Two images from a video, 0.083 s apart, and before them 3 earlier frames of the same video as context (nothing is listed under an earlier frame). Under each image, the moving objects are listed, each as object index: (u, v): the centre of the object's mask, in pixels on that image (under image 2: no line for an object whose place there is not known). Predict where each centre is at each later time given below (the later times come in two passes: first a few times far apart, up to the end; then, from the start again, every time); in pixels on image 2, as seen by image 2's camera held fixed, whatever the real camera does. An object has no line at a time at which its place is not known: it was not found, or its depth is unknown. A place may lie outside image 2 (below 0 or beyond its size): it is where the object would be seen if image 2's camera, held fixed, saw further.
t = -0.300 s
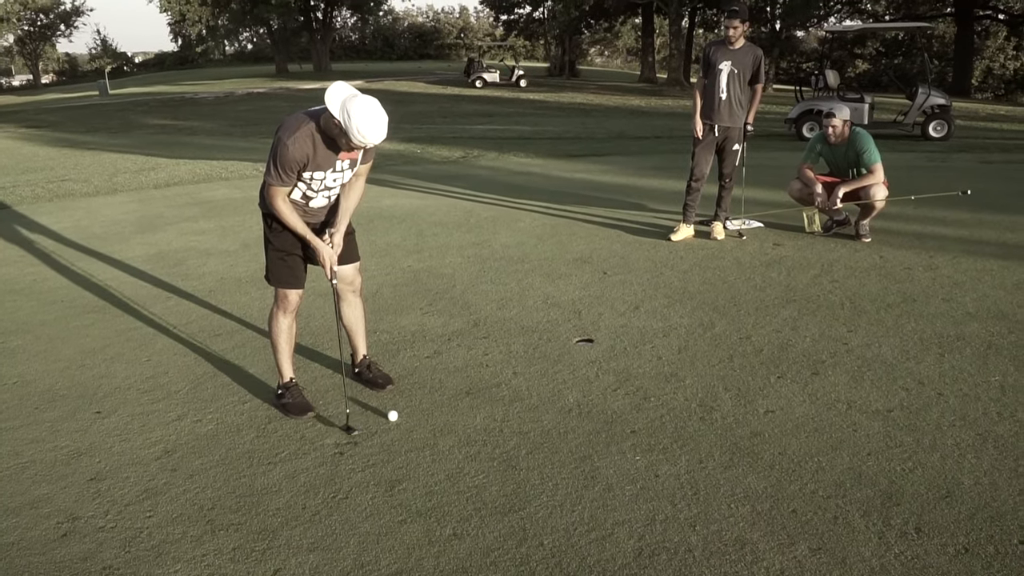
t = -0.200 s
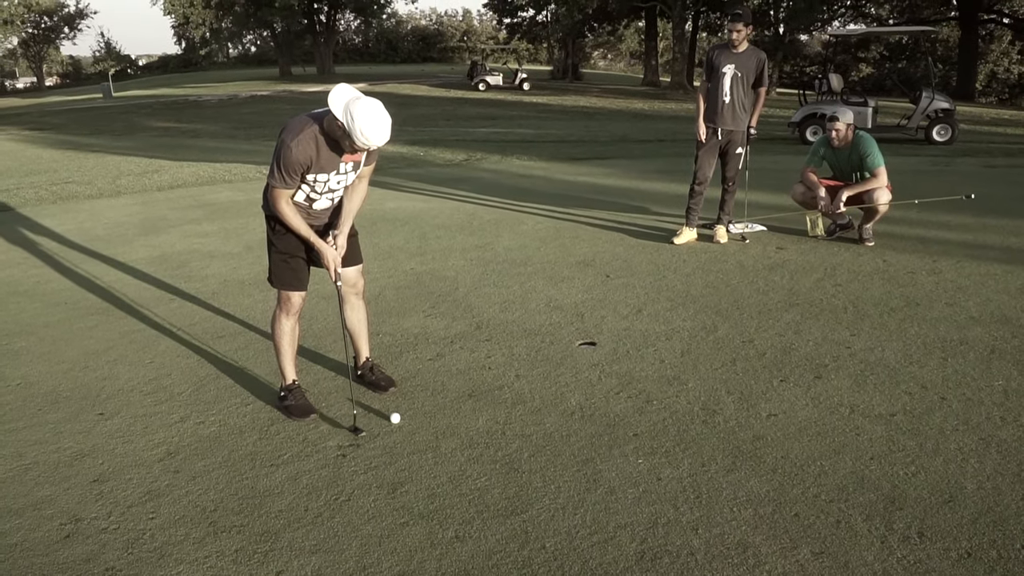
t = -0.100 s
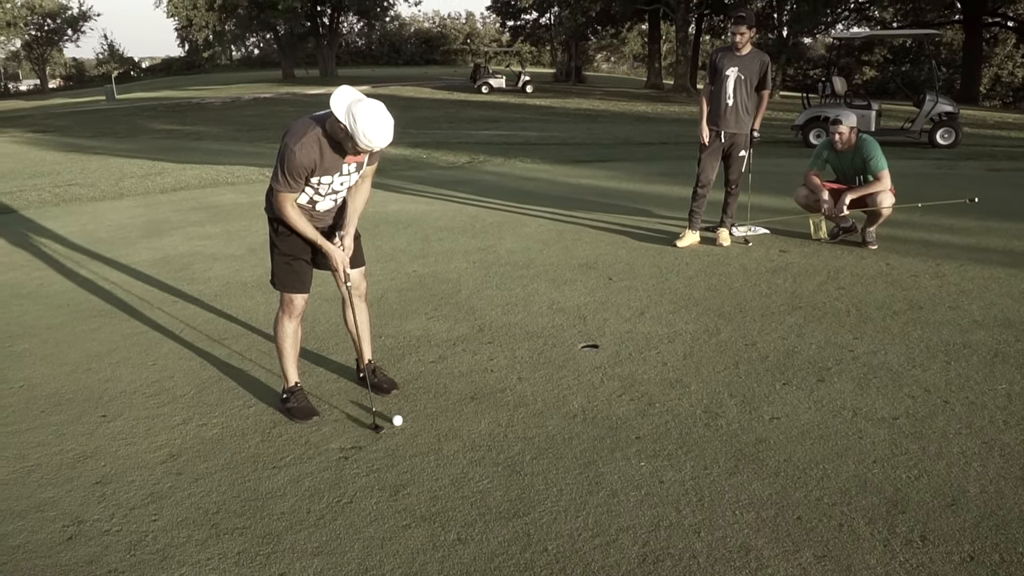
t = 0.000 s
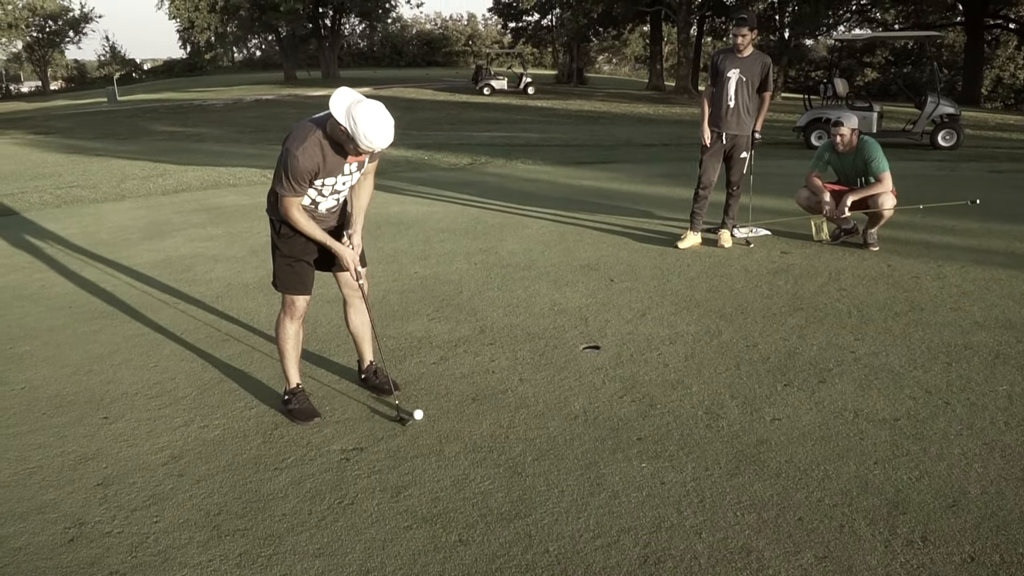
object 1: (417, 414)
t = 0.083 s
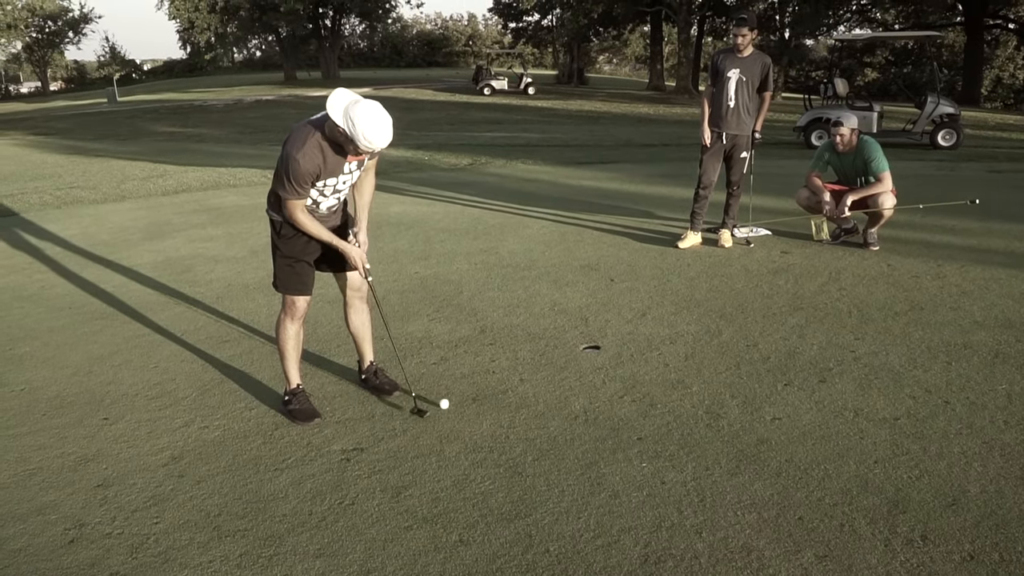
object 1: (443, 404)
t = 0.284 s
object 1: (489, 386)
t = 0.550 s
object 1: (535, 366)
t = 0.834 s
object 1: (571, 349)
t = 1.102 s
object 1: (594, 338)
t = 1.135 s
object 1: (597, 336)
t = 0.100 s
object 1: (447, 402)
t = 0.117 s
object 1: (452, 401)
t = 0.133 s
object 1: (456, 399)
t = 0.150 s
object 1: (460, 397)
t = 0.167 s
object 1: (464, 396)
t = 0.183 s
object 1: (468, 395)
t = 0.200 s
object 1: (471, 393)
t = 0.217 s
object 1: (475, 392)
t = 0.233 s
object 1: (479, 391)
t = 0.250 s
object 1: (482, 389)
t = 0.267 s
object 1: (486, 387)
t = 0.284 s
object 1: (489, 386)
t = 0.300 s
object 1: (493, 385)
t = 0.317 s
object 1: (496, 383)
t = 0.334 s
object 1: (500, 382)
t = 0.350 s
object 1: (503, 381)
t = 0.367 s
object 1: (506, 379)
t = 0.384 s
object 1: (509, 378)
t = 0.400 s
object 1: (511, 377)
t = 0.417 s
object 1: (514, 376)
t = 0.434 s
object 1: (517, 374)
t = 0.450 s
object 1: (520, 373)
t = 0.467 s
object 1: (523, 372)
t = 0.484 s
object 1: (525, 370)
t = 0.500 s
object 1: (528, 370)
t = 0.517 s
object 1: (530, 369)
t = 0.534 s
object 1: (533, 367)
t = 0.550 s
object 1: (535, 366)
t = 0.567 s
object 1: (538, 365)
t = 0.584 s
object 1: (540, 364)
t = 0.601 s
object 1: (543, 363)
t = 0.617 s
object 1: (545, 362)
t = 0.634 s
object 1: (547, 361)
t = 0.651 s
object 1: (549, 360)
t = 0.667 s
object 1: (552, 359)
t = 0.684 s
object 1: (554, 358)
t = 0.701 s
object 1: (556, 357)
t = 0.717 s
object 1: (558, 356)
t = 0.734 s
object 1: (560, 355)
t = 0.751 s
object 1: (561, 354)
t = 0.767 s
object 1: (564, 353)
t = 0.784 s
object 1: (565, 352)
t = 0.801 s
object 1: (567, 351)
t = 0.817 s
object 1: (569, 350)
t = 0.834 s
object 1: (571, 349)
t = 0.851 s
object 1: (573, 349)
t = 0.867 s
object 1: (574, 348)
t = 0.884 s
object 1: (576, 347)
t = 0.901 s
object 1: (577, 346)
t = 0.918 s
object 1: (578, 345)
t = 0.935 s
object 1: (580, 345)
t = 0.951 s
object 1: (581, 344)
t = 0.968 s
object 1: (582, 343)
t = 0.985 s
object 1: (584, 343)
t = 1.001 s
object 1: (586, 342)
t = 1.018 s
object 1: (587, 341)
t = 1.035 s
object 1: (589, 340)
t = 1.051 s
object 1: (590, 340)
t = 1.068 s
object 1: (591, 339)
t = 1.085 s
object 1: (593, 338)
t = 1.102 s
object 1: (594, 338)
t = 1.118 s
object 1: (596, 337)
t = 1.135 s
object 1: (597, 336)
